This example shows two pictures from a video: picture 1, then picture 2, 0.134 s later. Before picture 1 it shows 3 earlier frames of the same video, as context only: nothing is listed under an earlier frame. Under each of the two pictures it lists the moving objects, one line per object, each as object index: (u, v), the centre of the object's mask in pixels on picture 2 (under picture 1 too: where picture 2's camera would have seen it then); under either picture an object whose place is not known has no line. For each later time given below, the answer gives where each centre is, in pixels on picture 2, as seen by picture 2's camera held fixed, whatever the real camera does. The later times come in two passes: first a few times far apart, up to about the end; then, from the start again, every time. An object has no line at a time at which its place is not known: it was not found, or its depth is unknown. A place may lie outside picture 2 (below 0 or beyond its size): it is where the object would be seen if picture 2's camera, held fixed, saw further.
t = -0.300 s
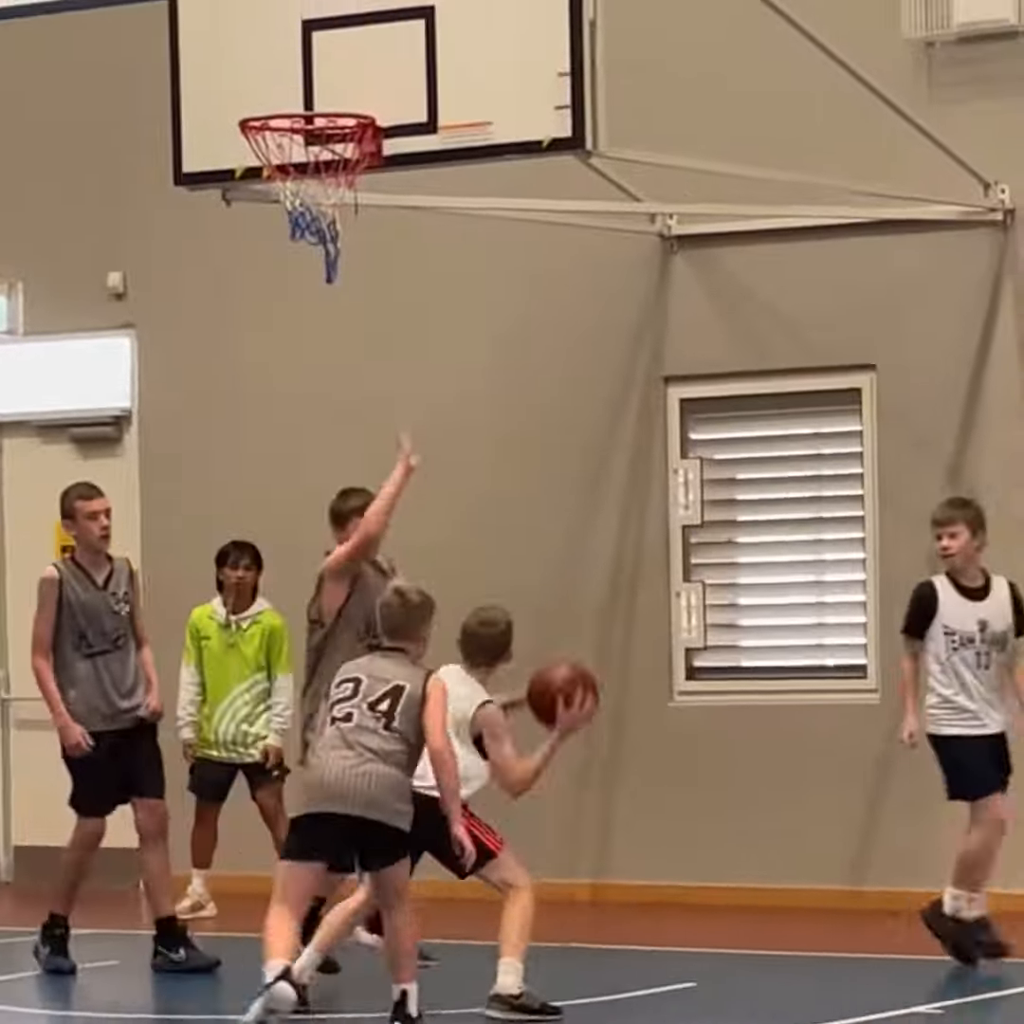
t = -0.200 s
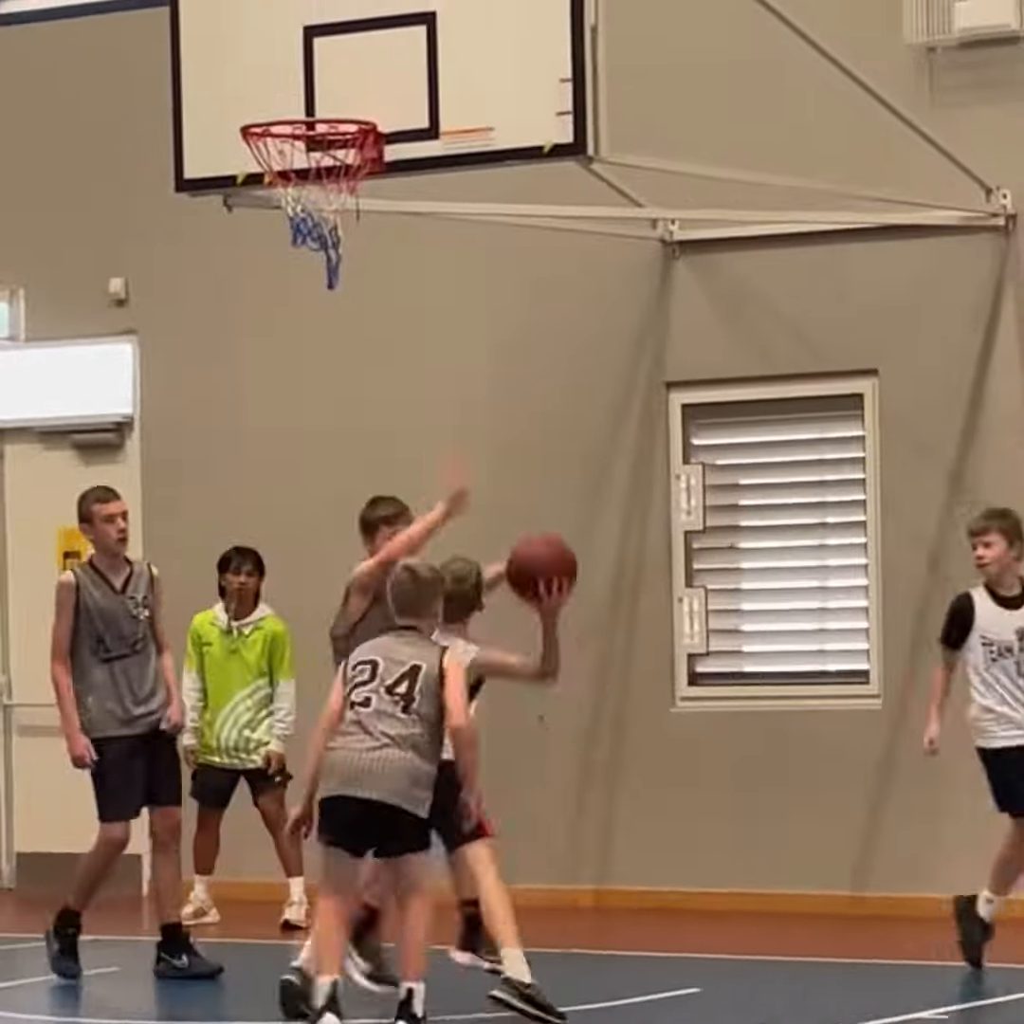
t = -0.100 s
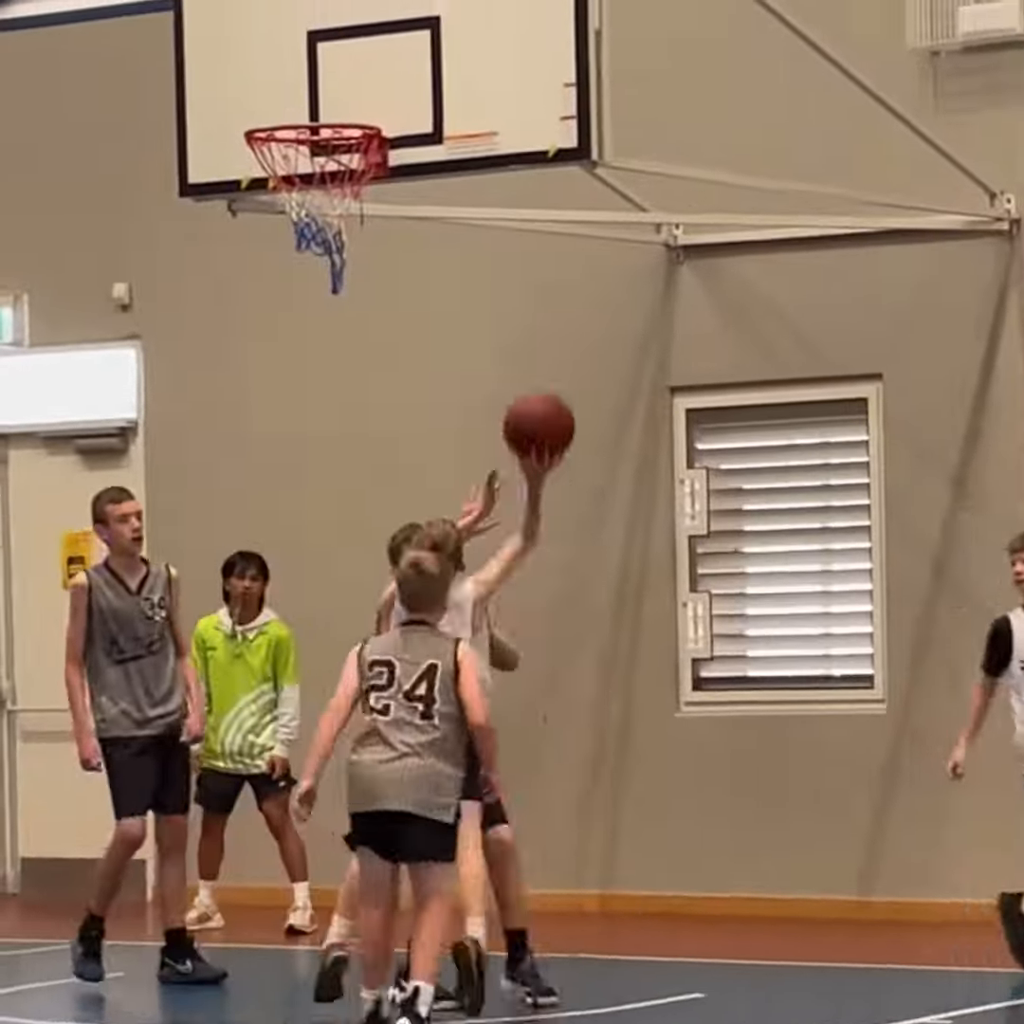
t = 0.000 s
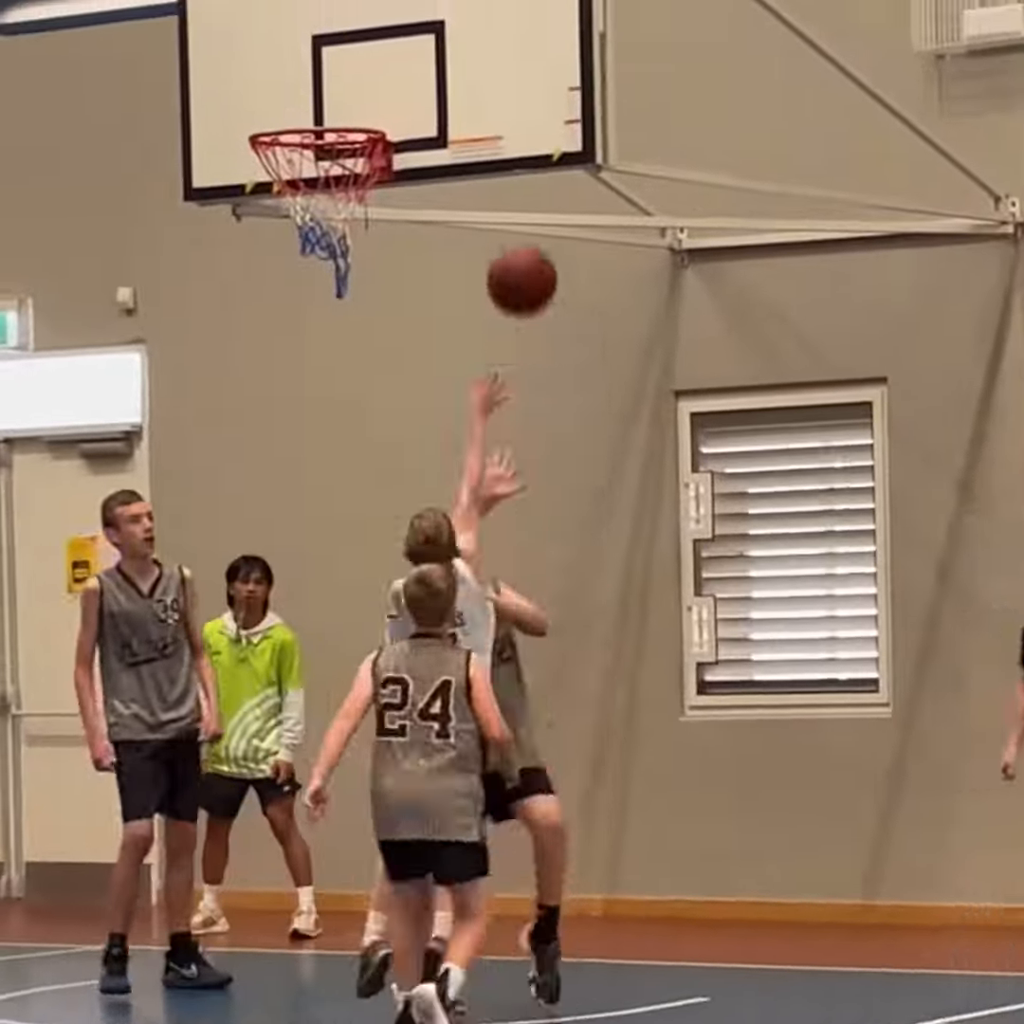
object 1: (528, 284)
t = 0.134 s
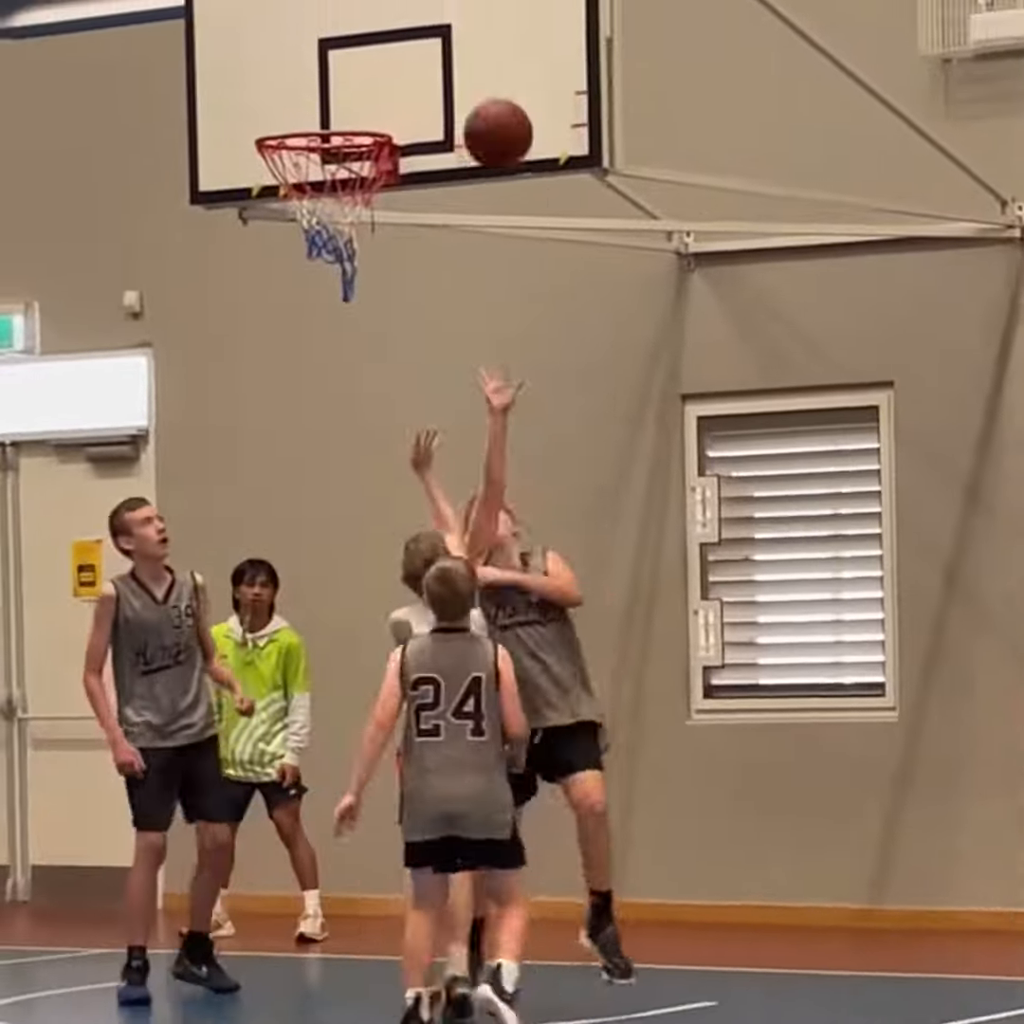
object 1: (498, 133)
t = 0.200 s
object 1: (483, 80)
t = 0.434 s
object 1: (438, 15)
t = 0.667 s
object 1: (389, 73)
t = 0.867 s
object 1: (301, 147)
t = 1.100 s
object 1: (336, 258)
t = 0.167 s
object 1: (490, 105)
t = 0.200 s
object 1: (483, 80)
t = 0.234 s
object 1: (478, 60)
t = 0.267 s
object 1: (469, 41)
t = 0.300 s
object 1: (463, 29)
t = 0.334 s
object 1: (456, 22)
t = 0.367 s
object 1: (450, 17)
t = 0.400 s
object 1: (444, 16)
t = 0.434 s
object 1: (438, 15)
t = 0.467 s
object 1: (431, 17)
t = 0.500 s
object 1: (426, 20)
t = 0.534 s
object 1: (420, 26)
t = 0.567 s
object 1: (414, 33)
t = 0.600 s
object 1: (408, 45)
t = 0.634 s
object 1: (400, 59)
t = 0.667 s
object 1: (389, 73)
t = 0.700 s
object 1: (378, 91)
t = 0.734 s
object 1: (367, 107)
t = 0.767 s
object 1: (352, 109)
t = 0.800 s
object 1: (335, 113)
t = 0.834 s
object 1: (318, 133)
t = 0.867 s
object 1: (301, 147)
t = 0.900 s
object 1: (299, 159)
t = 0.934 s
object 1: (305, 168)
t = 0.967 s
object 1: (309, 180)
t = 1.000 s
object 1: (315, 195)
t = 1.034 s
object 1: (326, 203)
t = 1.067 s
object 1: (329, 234)
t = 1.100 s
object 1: (336, 258)
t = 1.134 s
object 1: (340, 271)
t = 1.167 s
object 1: (344, 292)
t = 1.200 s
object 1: (348, 313)
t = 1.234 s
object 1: (352, 339)
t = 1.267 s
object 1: (356, 367)
